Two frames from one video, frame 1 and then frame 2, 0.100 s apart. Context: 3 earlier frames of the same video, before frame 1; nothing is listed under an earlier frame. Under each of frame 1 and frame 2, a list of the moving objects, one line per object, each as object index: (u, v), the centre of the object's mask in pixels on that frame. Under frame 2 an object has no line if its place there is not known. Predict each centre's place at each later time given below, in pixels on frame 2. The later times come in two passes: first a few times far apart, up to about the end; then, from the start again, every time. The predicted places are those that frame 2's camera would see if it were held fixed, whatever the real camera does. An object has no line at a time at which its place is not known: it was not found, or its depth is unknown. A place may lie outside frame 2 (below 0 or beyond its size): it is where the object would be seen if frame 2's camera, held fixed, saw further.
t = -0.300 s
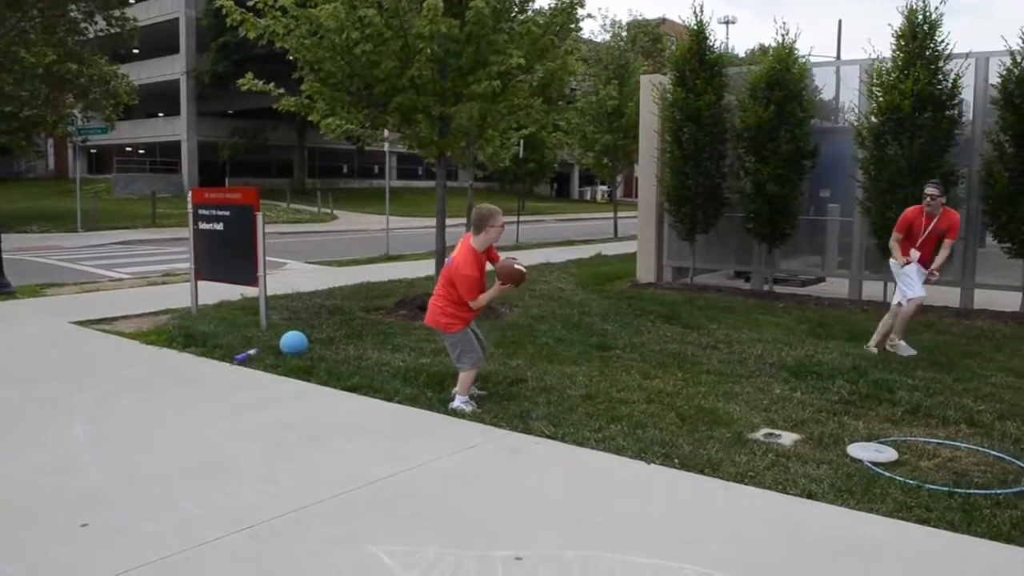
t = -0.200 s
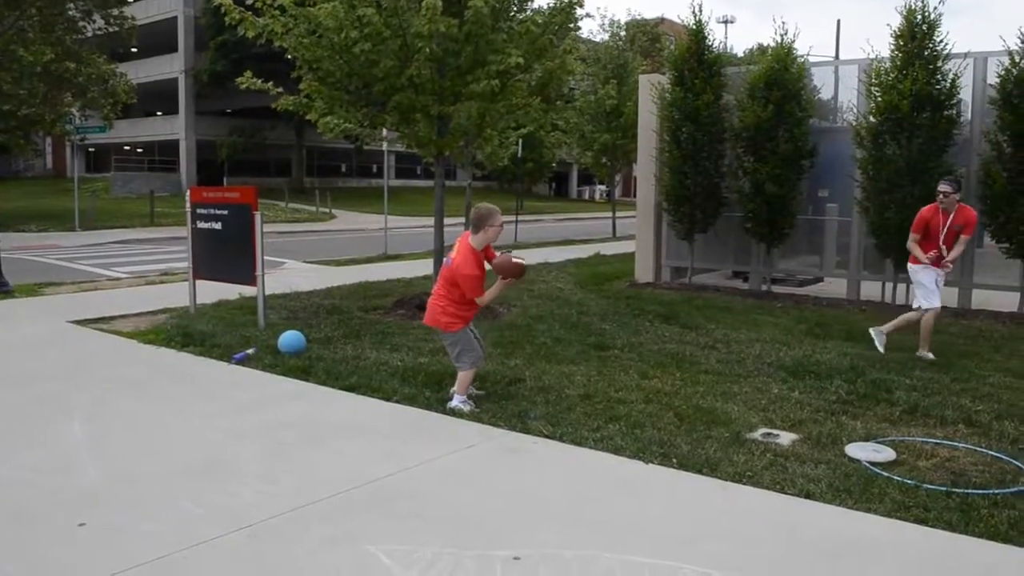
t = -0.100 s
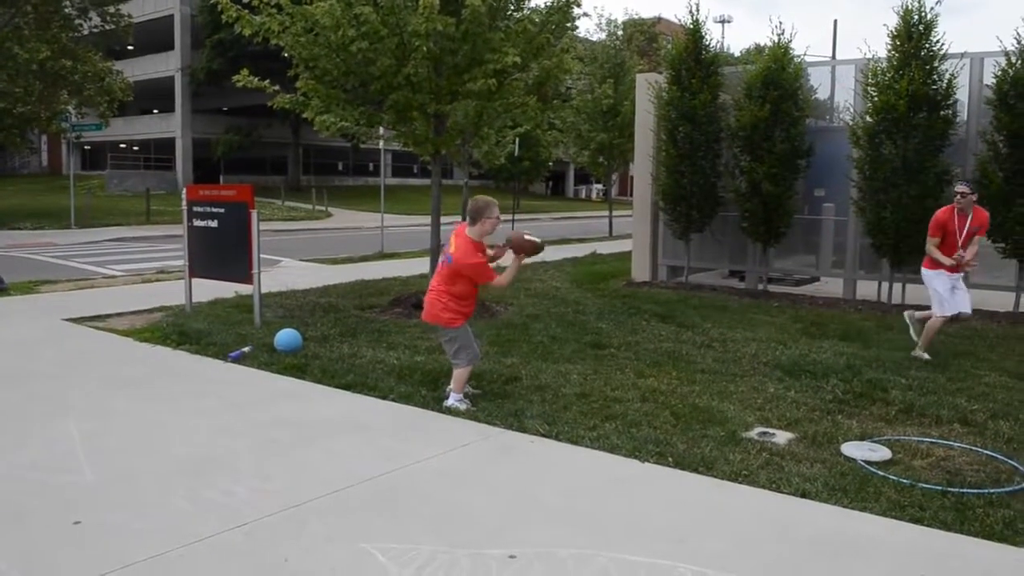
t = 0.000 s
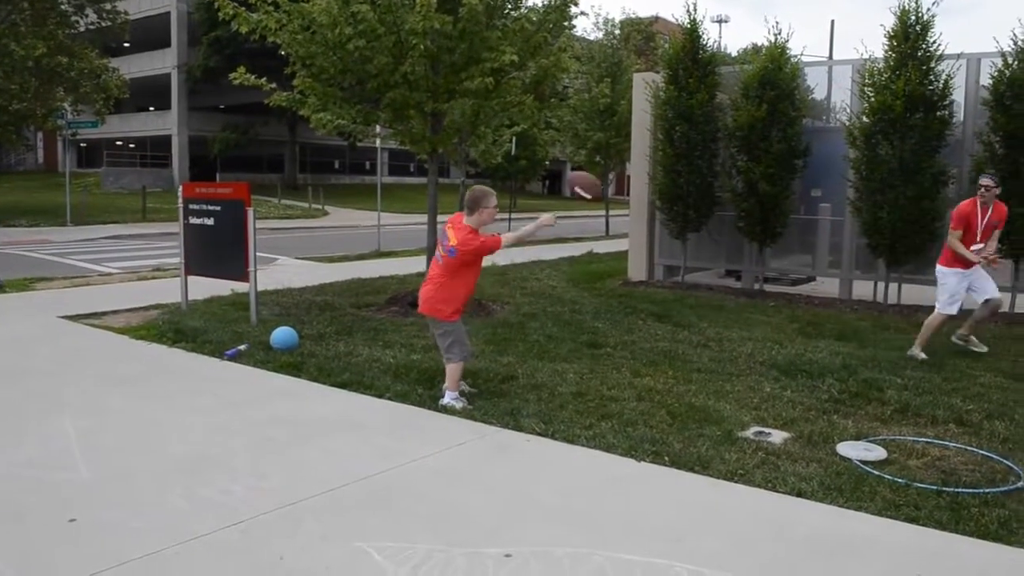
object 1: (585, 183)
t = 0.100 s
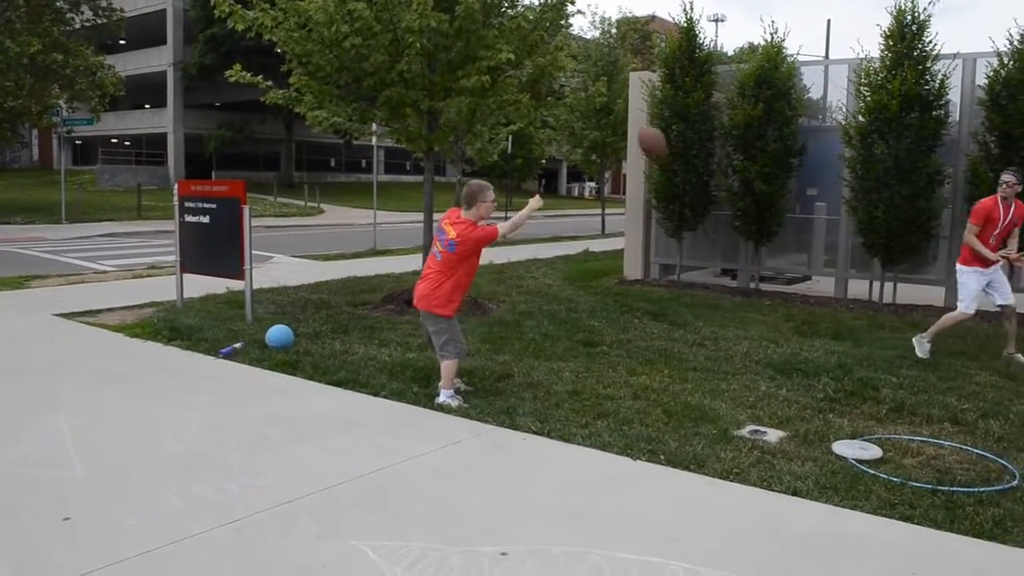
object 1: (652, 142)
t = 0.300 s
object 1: (779, 111)
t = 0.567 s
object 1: (919, 160)
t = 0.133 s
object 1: (674, 132)
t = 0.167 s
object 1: (696, 123)
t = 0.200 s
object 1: (718, 117)
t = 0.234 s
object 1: (739, 113)
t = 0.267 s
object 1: (759, 111)
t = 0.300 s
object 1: (779, 111)
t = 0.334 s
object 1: (797, 113)
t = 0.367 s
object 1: (818, 116)
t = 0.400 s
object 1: (836, 120)
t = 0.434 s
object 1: (854, 126)
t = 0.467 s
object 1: (872, 132)
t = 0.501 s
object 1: (886, 141)
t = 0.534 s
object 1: (902, 149)
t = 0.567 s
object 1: (919, 160)
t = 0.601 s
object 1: (934, 173)
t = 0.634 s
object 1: (949, 191)
